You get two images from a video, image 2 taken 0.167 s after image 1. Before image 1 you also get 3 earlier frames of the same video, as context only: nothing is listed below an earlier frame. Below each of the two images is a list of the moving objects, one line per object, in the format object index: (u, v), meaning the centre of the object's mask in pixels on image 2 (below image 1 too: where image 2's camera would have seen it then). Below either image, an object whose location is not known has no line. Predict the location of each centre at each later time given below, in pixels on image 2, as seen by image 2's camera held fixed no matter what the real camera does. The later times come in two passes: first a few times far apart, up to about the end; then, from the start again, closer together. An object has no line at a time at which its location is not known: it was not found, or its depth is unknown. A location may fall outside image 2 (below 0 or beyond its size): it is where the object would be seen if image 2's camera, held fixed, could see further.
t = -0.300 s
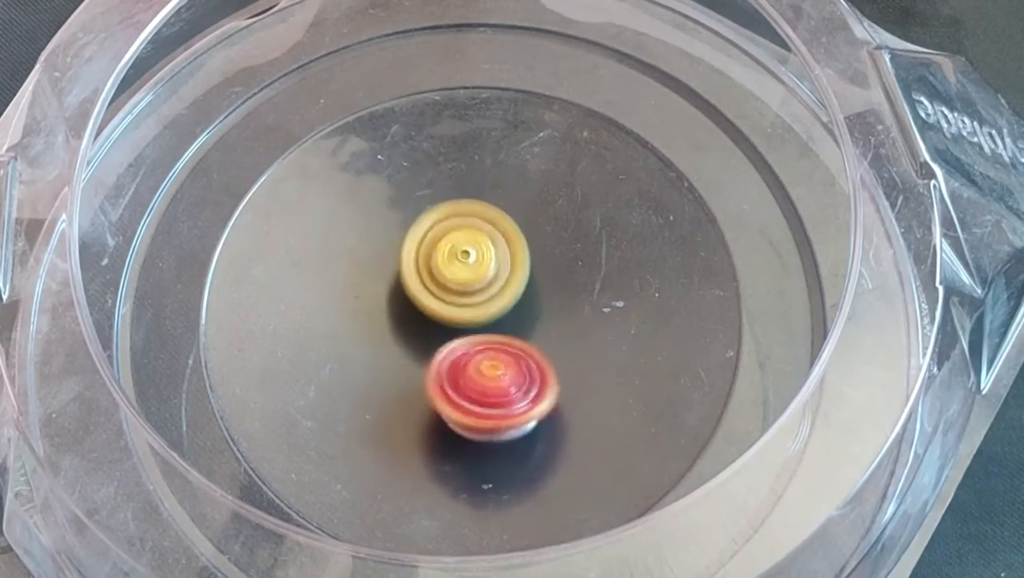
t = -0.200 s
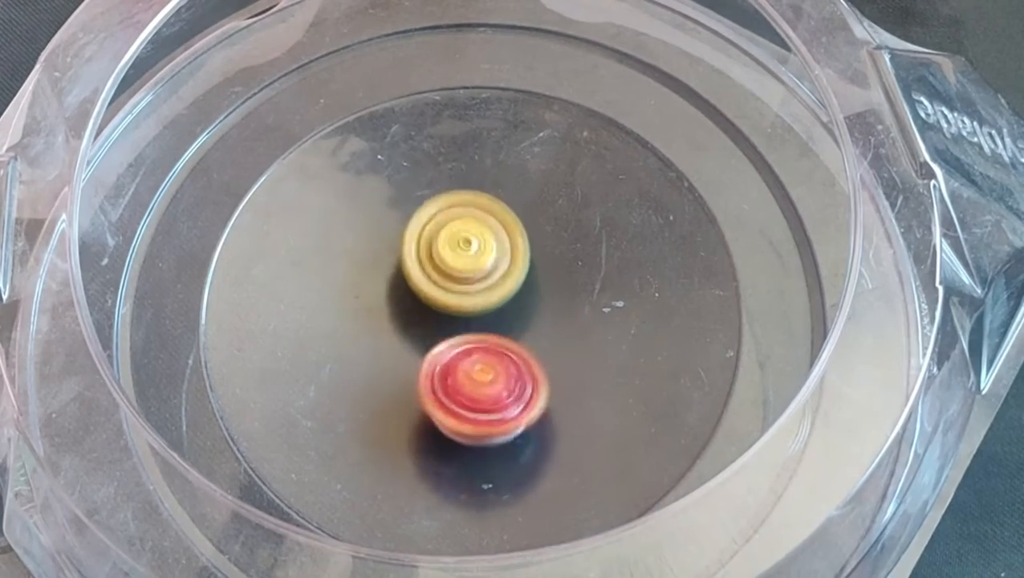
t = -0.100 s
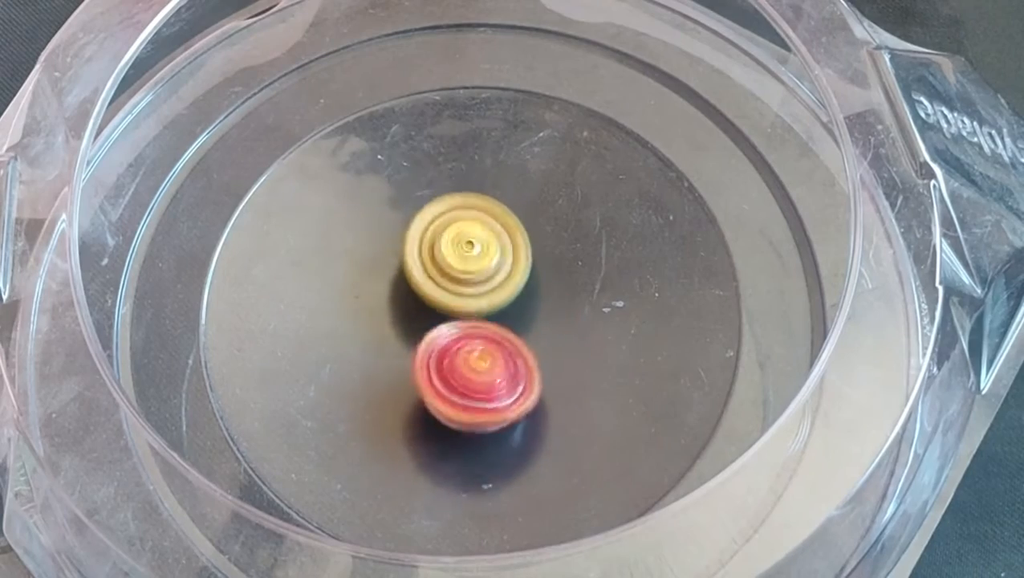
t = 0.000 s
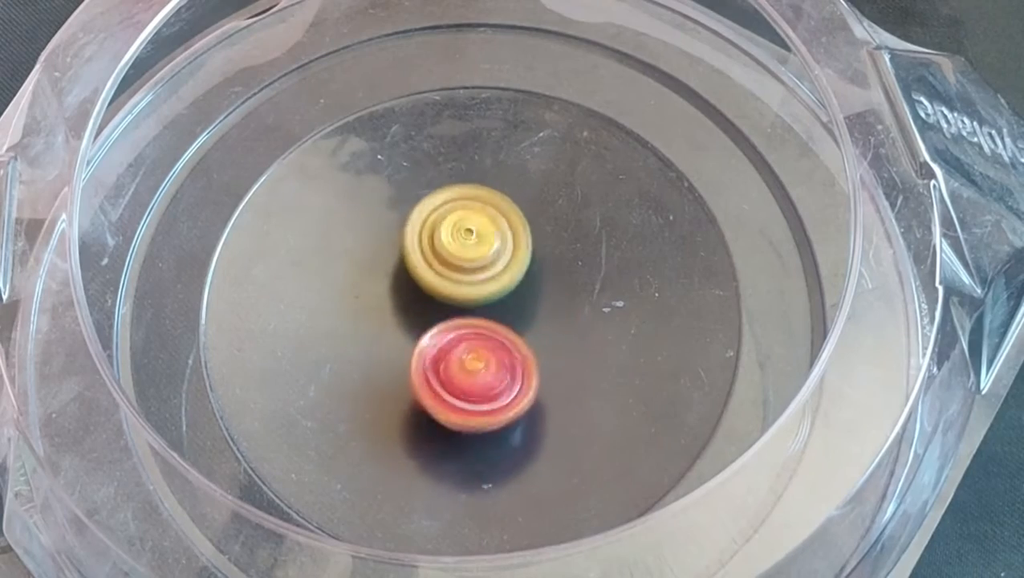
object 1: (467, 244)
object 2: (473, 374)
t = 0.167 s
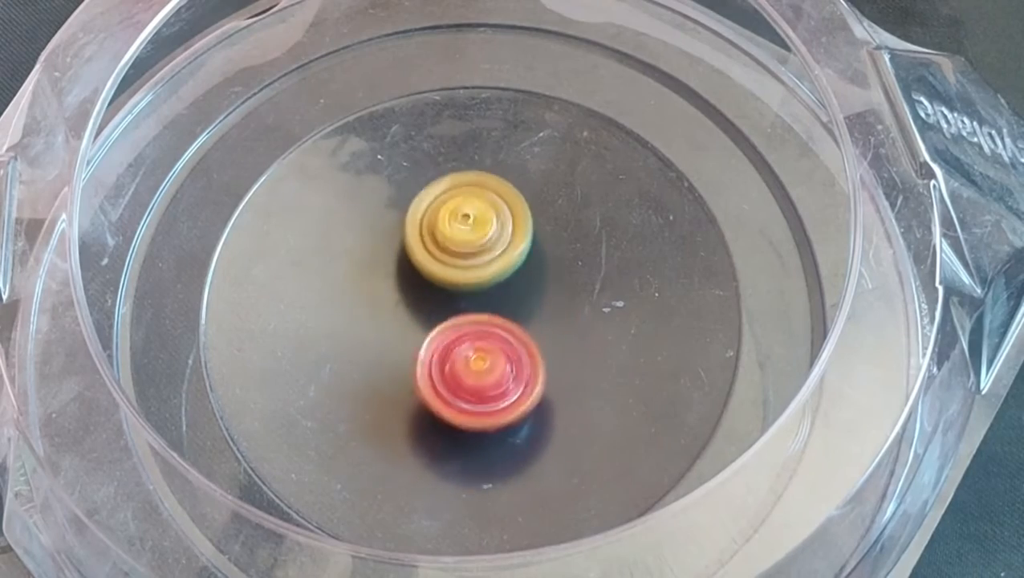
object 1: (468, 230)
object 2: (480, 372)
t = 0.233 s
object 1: (471, 236)
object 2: (486, 366)
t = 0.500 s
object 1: (472, 241)
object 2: (505, 362)
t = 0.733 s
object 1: (468, 242)
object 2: (515, 377)
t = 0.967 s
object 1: (450, 268)
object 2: (513, 391)
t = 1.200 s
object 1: (420, 244)
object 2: (531, 420)
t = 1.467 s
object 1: (433, 244)
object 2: (524, 348)
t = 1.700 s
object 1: (439, 252)
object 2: (547, 334)
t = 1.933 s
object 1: (445, 253)
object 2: (544, 329)
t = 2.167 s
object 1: (428, 256)
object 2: (553, 354)
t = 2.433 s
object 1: (445, 289)
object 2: (538, 369)
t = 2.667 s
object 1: (410, 265)
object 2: (509, 364)
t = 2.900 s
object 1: (421, 244)
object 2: (452, 358)
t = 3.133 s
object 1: (427, 251)
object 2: (469, 355)
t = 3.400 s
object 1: (435, 260)
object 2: (512, 347)
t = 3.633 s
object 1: (434, 259)
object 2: (521, 349)
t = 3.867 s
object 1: (433, 258)
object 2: (521, 349)
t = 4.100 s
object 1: (433, 258)
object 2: (520, 349)
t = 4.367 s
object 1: (433, 258)
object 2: (520, 348)
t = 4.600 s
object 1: (433, 258)
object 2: (520, 348)
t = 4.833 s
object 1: (433, 258)
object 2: (520, 349)
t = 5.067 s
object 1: (433, 258)
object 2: (520, 348)
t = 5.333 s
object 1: (433, 258)
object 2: (520, 349)
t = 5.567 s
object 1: (433, 258)
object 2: (520, 348)
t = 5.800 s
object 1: (433, 258)
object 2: (521, 348)
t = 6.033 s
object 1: (433, 258)
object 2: (520, 348)
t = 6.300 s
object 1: (433, 258)
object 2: (520, 348)
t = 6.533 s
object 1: (433, 258)
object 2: (521, 348)
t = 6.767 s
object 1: (433, 258)
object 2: (520, 348)
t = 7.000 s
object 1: (433, 258)
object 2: (520, 348)
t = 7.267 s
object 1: (433, 258)
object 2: (520, 348)
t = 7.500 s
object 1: (433, 258)
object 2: (520, 348)
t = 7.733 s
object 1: (433, 258)
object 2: (521, 348)
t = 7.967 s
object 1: (433, 258)
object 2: (520, 348)
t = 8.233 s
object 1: (433, 259)
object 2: (521, 349)
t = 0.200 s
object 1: (469, 233)
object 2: (483, 368)
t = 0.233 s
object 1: (471, 236)
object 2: (486, 366)
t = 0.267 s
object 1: (472, 240)
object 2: (489, 362)
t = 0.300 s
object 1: (473, 240)
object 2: (491, 362)
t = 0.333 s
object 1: (473, 239)
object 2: (493, 362)
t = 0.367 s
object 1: (473, 240)
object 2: (495, 360)
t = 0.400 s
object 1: (473, 238)
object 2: (498, 364)
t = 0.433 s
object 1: (472, 235)
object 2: (500, 366)
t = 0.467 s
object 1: (471, 237)
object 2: (502, 363)
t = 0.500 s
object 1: (472, 241)
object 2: (505, 362)
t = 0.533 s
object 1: (474, 244)
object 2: (507, 361)
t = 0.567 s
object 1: (471, 238)
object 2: (510, 371)
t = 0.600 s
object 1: (467, 230)
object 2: (511, 380)
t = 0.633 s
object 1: (463, 230)
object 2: (511, 381)
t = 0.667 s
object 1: (464, 233)
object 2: (512, 380)
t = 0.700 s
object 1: (466, 238)
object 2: (514, 378)
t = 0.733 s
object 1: (468, 242)
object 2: (515, 377)
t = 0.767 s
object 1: (471, 248)
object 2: (515, 375)
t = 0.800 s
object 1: (473, 252)
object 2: (515, 373)
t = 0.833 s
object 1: (474, 257)
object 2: (514, 371)
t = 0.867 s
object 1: (469, 259)
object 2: (516, 380)
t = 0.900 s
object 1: (460, 258)
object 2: (519, 389)
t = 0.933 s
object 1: (452, 262)
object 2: (516, 393)
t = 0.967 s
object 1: (450, 268)
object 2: (513, 391)
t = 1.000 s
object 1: (449, 275)
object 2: (514, 386)
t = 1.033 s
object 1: (450, 280)
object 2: (514, 383)
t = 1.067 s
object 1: (440, 272)
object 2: (526, 401)
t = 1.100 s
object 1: (430, 257)
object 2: (532, 412)
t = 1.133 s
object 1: (422, 248)
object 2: (536, 421)
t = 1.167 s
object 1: (420, 244)
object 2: (535, 423)
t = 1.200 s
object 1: (420, 244)
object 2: (531, 420)
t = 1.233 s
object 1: (424, 246)
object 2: (530, 414)
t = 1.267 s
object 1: (428, 248)
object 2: (529, 407)
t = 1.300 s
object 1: (432, 251)
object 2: (528, 400)
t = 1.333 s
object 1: (437, 252)
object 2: (526, 389)
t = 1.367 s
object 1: (441, 255)
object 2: (522, 376)
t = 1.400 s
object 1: (444, 256)
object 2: (515, 359)
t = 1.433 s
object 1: (441, 252)
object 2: (518, 353)
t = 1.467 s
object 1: (433, 244)
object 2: (524, 348)
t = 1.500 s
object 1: (427, 239)
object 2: (536, 344)
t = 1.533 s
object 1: (426, 240)
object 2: (537, 340)
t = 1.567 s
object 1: (427, 243)
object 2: (538, 334)
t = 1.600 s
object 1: (430, 246)
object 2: (538, 331)
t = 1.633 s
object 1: (435, 249)
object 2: (540, 327)
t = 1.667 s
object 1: (438, 252)
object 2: (543, 327)
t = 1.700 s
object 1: (439, 252)
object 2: (547, 334)
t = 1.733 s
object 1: (440, 253)
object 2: (546, 336)
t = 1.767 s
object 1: (444, 254)
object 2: (544, 334)
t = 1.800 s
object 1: (448, 254)
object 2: (543, 332)
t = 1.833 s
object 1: (446, 252)
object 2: (544, 331)
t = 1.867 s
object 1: (446, 254)
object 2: (545, 329)
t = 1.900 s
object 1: (448, 254)
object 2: (544, 329)
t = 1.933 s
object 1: (445, 253)
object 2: (544, 329)
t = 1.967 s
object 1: (439, 253)
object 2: (544, 330)
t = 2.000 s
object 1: (435, 254)
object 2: (543, 330)
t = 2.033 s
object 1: (435, 258)
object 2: (541, 332)
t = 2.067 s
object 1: (432, 260)
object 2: (544, 338)
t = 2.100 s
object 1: (434, 263)
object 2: (540, 339)
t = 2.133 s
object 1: (438, 265)
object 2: (540, 341)
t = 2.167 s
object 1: (428, 256)
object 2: (553, 354)
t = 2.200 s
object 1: (417, 253)
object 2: (560, 362)
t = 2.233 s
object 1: (414, 252)
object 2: (566, 366)
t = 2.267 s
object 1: (415, 253)
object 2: (568, 368)
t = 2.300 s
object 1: (420, 255)
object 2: (564, 370)
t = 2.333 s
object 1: (425, 262)
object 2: (559, 370)
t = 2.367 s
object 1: (431, 268)
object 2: (553, 369)
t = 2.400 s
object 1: (439, 279)
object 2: (545, 367)
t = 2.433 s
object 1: (445, 289)
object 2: (538, 369)
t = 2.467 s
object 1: (440, 288)
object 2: (537, 374)
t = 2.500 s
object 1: (436, 288)
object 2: (534, 375)
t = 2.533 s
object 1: (433, 289)
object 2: (528, 373)
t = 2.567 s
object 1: (430, 288)
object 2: (525, 370)
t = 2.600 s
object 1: (416, 281)
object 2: (523, 371)
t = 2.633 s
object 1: (413, 270)
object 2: (517, 369)
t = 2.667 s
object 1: (410, 265)
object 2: (509, 364)
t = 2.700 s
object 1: (413, 259)
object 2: (499, 359)
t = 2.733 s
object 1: (417, 256)
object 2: (488, 355)
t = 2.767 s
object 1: (417, 250)
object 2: (480, 355)
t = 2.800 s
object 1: (416, 246)
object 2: (470, 354)
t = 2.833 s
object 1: (420, 244)
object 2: (461, 353)
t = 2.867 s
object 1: (422, 244)
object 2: (455, 354)
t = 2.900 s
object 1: (421, 244)
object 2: (452, 358)
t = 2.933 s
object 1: (421, 242)
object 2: (456, 362)
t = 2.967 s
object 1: (421, 243)
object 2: (461, 363)
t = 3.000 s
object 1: (423, 245)
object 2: (466, 361)
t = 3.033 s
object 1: (426, 247)
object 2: (466, 358)
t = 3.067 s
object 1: (428, 249)
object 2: (465, 356)
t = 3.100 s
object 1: (427, 249)
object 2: (467, 356)
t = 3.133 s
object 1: (427, 251)
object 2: (469, 355)
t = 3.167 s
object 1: (425, 250)
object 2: (475, 355)
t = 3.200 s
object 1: (423, 249)
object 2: (482, 357)
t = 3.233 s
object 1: (423, 250)
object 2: (489, 355)
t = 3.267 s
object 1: (426, 253)
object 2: (495, 353)
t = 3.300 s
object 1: (430, 257)
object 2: (501, 351)
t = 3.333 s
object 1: (432, 260)
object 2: (509, 353)
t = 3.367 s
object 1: (433, 260)
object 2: (512, 351)
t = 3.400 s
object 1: (435, 260)
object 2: (512, 347)
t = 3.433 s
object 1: (435, 261)
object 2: (514, 346)
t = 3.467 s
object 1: (434, 261)
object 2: (516, 346)
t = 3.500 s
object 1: (434, 262)
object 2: (517, 346)
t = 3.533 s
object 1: (434, 262)
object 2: (519, 347)
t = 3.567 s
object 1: (434, 260)
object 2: (521, 348)
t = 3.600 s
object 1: (434, 259)
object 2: (521, 349)
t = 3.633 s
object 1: (434, 259)
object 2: (521, 349)
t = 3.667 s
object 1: (434, 258)
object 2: (521, 349)
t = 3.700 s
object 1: (433, 258)
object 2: (521, 349)
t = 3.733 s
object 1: (433, 258)
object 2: (521, 349)
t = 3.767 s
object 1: (433, 258)
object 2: (521, 349)
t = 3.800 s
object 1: (433, 258)
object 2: (521, 349)
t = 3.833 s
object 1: (433, 258)
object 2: (521, 349)
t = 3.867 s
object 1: (433, 258)
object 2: (521, 349)
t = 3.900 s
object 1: (433, 258)
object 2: (520, 349)
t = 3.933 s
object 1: (433, 258)
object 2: (520, 349)
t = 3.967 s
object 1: (433, 258)
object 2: (520, 349)
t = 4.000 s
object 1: (433, 258)
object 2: (520, 349)
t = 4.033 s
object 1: (433, 258)
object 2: (520, 349)
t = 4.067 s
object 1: (433, 258)
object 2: (520, 349)
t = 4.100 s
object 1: (433, 258)
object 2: (520, 349)
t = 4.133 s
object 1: (433, 258)
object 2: (520, 349)
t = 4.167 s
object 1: (433, 258)
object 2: (520, 349)
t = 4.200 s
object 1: (433, 258)
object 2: (521, 349)
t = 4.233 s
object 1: (433, 258)
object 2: (520, 349)
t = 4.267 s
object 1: (433, 258)
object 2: (520, 349)
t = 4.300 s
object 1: (433, 258)
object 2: (521, 348)
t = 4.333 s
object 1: (433, 258)
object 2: (521, 348)
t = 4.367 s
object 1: (433, 258)
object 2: (520, 348)
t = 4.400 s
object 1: (433, 258)
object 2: (521, 348)
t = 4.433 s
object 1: (433, 258)
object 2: (521, 349)
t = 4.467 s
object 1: (433, 258)
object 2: (520, 348)
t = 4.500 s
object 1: (433, 258)
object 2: (521, 348)
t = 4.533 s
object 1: (433, 258)
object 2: (521, 348)
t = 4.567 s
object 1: (433, 258)
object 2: (520, 348)
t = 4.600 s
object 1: (433, 258)
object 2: (520, 348)
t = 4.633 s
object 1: (433, 258)
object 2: (520, 349)
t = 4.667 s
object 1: (433, 258)
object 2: (520, 349)
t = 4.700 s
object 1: (433, 258)
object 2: (520, 349)
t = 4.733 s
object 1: (433, 258)
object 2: (520, 349)
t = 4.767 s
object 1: (433, 258)
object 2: (520, 349)
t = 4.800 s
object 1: (433, 258)
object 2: (520, 349)
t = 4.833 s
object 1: (433, 258)
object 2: (520, 349)
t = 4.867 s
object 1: (433, 258)
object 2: (520, 349)
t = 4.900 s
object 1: (433, 258)
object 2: (520, 349)
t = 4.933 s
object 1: (433, 258)
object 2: (520, 349)
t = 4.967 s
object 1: (433, 258)
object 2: (520, 349)
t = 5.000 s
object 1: (433, 258)
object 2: (520, 349)
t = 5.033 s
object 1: (433, 258)
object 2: (521, 349)
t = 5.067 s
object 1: (433, 258)
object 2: (520, 348)
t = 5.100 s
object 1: (433, 258)
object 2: (520, 348)
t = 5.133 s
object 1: (433, 258)
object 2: (520, 348)
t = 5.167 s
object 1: (433, 258)
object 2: (521, 349)
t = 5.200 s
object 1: (433, 258)
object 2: (520, 349)
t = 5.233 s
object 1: (433, 258)
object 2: (520, 349)
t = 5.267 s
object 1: (433, 258)
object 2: (520, 348)
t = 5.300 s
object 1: (433, 258)
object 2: (520, 349)
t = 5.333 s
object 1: (433, 258)
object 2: (520, 349)
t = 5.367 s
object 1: (433, 258)
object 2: (521, 348)
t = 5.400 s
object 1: (433, 258)
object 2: (521, 349)
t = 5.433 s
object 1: (433, 258)
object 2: (520, 349)
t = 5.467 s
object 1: (433, 258)
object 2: (521, 349)
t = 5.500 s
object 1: (433, 258)
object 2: (521, 348)
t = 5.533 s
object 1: (433, 258)
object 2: (521, 348)
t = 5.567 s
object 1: (433, 258)
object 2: (520, 348)
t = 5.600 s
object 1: (433, 258)
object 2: (521, 348)
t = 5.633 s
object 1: (433, 258)
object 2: (521, 348)
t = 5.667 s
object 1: (433, 258)
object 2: (521, 348)
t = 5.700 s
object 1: (433, 258)
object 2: (521, 348)
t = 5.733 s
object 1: (433, 258)
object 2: (521, 348)
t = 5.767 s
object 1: (433, 258)
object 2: (521, 348)
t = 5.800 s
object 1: (433, 258)
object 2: (521, 348)
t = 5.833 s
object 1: (433, 258)
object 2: (521, 348)
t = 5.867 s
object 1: (433, 258)
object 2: (521, 348)
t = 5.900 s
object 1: (433, 258)
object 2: (521, 348)
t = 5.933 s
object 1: (433, 258)
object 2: (520, 348)
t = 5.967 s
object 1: (433, 258)
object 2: (520, 348)
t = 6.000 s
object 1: (433, 258)
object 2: (521, 348)
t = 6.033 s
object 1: (433, 258)
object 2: (520, 348)
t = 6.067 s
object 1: (433, 258)
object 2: (521, 348)
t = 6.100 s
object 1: (433, 258)
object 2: (520, 348)
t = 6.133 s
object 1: (433, 258)
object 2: (520, 348)
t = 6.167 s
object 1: (433, 258)
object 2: (520, 348)
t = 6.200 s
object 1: (433, 258)
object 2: (520, 348)
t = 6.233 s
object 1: (433, 258)
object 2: (521, 348)
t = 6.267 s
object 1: (433, 258)
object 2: (520, 348)
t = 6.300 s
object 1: (433, 258)
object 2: (520, 348)
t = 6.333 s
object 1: (433, 258)
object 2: (520, 348)
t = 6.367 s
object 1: (433, 258)
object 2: (520, 348)
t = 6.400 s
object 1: (433, 258)
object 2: (520, 348)
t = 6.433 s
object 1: (433, 258)
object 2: (520, 348)
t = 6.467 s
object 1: (433, 258)
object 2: (520, 348)
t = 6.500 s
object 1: (433, 258)
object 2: (520, 348)
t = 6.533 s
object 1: (433, 258)
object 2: (521, 348)
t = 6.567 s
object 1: (433, 258)
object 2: (520, 348)
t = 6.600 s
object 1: (433, 258)
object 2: (520, 348)
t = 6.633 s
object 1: (433, 258)
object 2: (520, 348)
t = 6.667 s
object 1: (433, 258)
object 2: (521, 348)
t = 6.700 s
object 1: (433, 258)
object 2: (520, 348)
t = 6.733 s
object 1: (433, 258)
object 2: (521, 348)
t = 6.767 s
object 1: (433, 258)
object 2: (520, 348)
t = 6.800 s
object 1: (433, 258)
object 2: (521, 348)
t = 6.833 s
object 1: (433, 258)
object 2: (520, 348)
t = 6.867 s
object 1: (433, 258)
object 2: (520, 348)
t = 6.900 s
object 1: (433, 258)
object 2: (520, 348)
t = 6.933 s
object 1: (433, 258)
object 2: (520, 348)
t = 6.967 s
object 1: (433, 258)
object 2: (520, 348)
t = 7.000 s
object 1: (433, 258)
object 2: (520, 348)
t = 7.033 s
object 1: (433, 258)
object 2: (520, 348)
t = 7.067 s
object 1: (433, 258)
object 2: (520, 348)
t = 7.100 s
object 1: (433, 258)
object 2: (520, 348)
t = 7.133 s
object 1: (433, 258)
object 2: (520, 348)
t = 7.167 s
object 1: (433, 258)
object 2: (520, 348)
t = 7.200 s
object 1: (433, 258)
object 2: (520, 348)
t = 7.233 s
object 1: (433, 258)
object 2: (520, 348)
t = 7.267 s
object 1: (433, 258)
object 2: (520, 348)
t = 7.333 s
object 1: (433, 258)
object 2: (520, 348)
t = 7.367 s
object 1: (433, 258)
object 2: (520, 348)
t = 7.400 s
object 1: (433, 258)
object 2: (520, 348)
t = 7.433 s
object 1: (433, 258)
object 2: (520, 348)
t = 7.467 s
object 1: (433, 258)
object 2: (520, 348)
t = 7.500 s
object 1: (433, 258)
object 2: (520, 348)
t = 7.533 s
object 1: (433, 258)
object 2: (520, 348)
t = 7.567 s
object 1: (433, 258)
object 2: (520, 348)
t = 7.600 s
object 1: (433, 258)
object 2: (520, 348)
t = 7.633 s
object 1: (433, 258)
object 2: (520, 348)
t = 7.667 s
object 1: (433, 258)
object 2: (520, 348)
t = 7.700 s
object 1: (433, 258)
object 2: (521, 348)
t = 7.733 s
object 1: (433, 258)
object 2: (521, 348)
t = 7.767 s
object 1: (433, 258)
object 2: (521, 348)
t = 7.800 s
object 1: (433, 258)
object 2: (521, 348)
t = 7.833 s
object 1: (433, 258)
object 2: (521, 348)
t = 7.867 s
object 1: (433, 258)
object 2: (521, 348)
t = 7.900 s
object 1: (433, 258)
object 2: (521, 348)
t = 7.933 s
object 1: (433, 258)
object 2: (521, 348)
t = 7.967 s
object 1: (433, 258)
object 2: (520, 348)
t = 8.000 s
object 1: (433, 258)
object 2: (521, 349)
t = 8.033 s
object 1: (433, 258)
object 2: (521, 349)
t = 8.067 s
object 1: (433, 258)
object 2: (521, 349)
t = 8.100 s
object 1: (433, 259)
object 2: (521, 349)
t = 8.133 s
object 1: (433, 259)
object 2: (521, 349)
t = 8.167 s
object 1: (433, 259)
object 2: (521, 349)
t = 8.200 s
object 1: (433, 259)
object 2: (521, 349)
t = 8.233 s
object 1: (433, 259)
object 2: (521, 349)
